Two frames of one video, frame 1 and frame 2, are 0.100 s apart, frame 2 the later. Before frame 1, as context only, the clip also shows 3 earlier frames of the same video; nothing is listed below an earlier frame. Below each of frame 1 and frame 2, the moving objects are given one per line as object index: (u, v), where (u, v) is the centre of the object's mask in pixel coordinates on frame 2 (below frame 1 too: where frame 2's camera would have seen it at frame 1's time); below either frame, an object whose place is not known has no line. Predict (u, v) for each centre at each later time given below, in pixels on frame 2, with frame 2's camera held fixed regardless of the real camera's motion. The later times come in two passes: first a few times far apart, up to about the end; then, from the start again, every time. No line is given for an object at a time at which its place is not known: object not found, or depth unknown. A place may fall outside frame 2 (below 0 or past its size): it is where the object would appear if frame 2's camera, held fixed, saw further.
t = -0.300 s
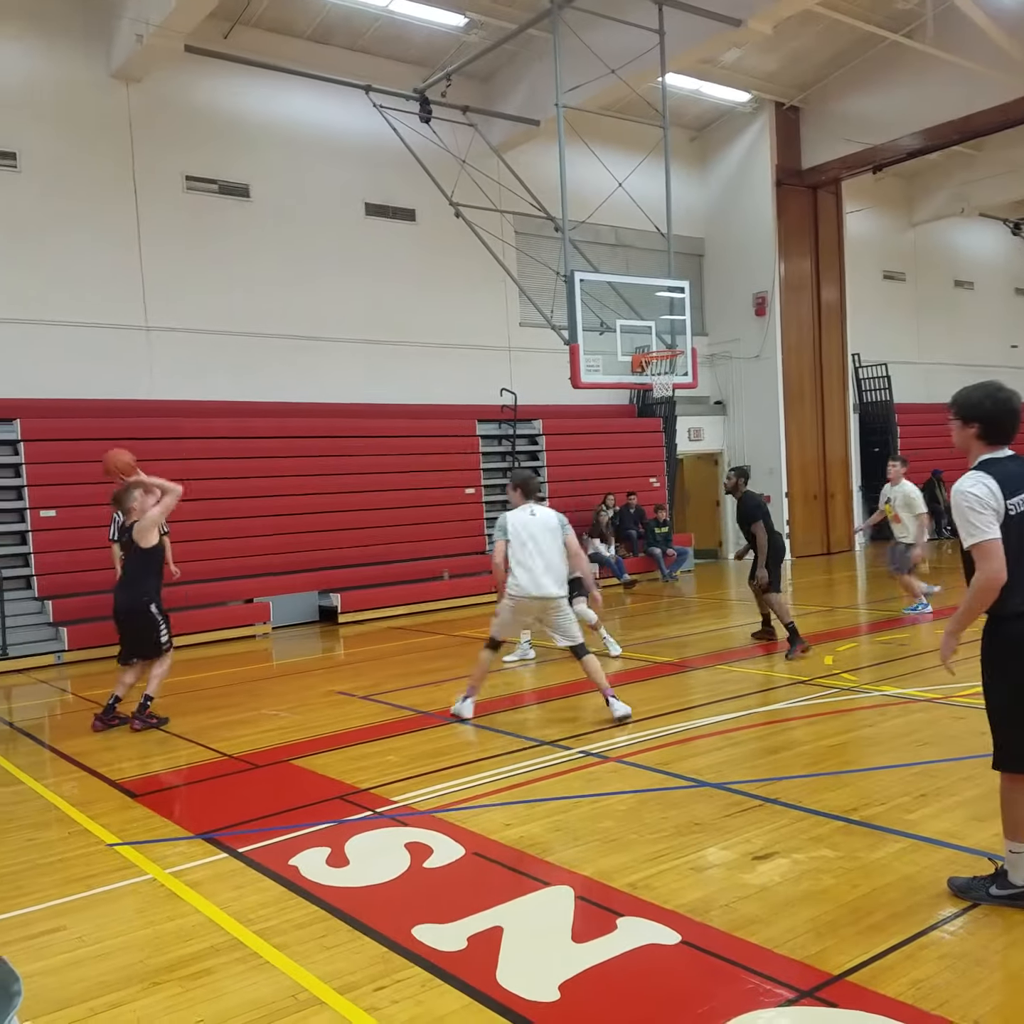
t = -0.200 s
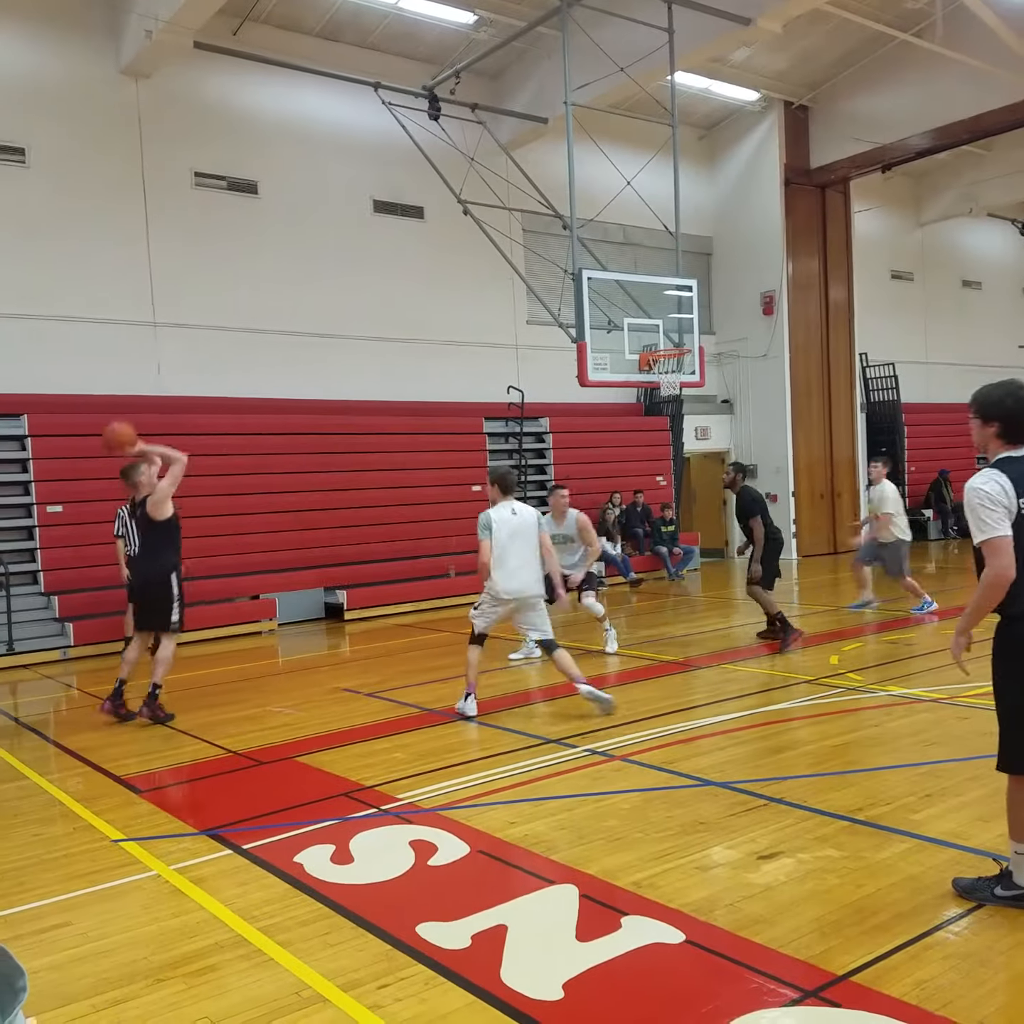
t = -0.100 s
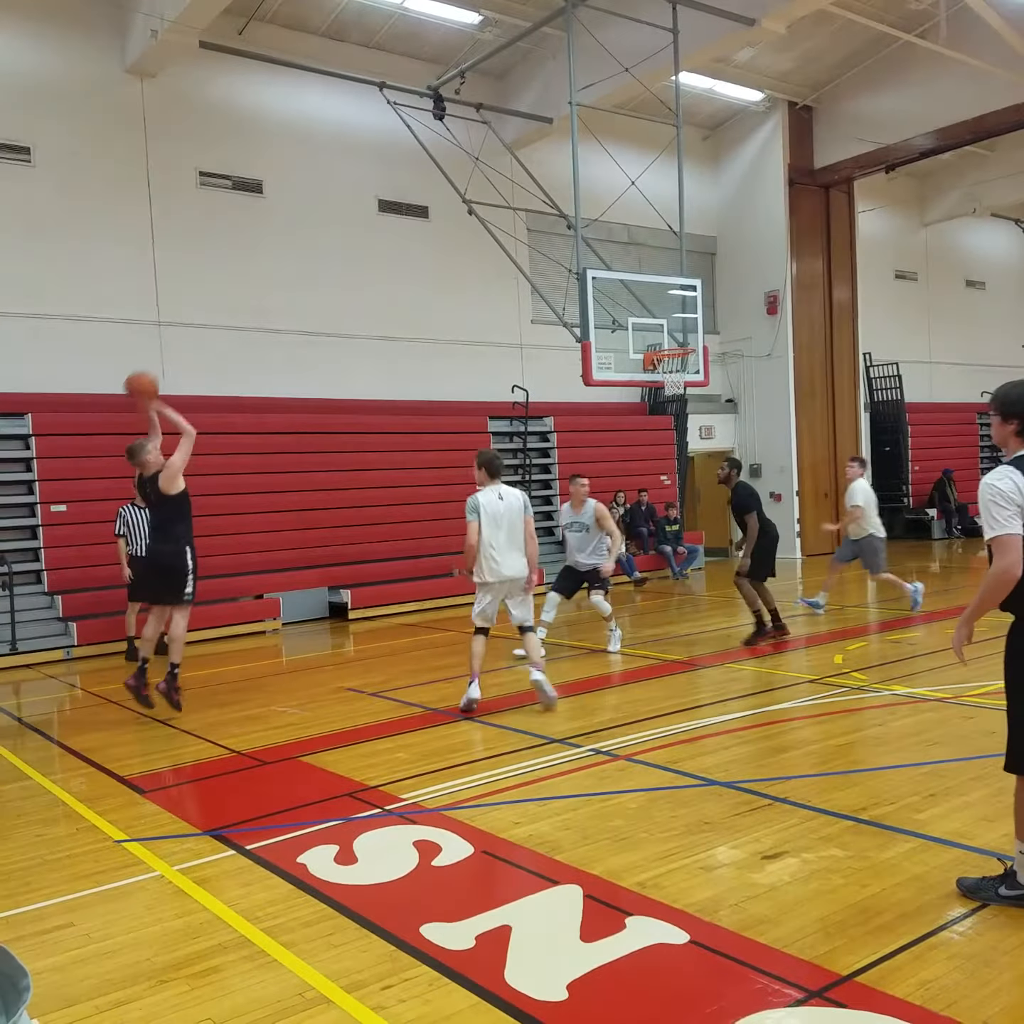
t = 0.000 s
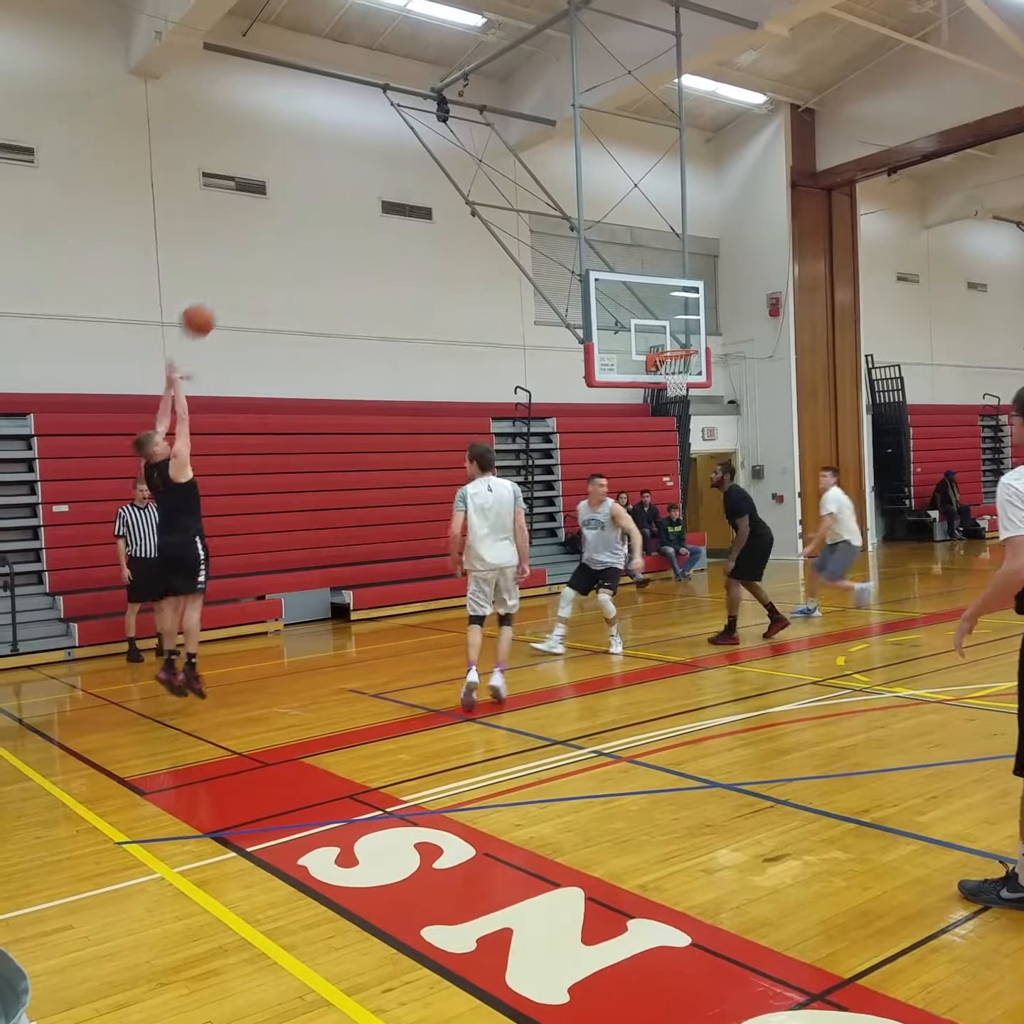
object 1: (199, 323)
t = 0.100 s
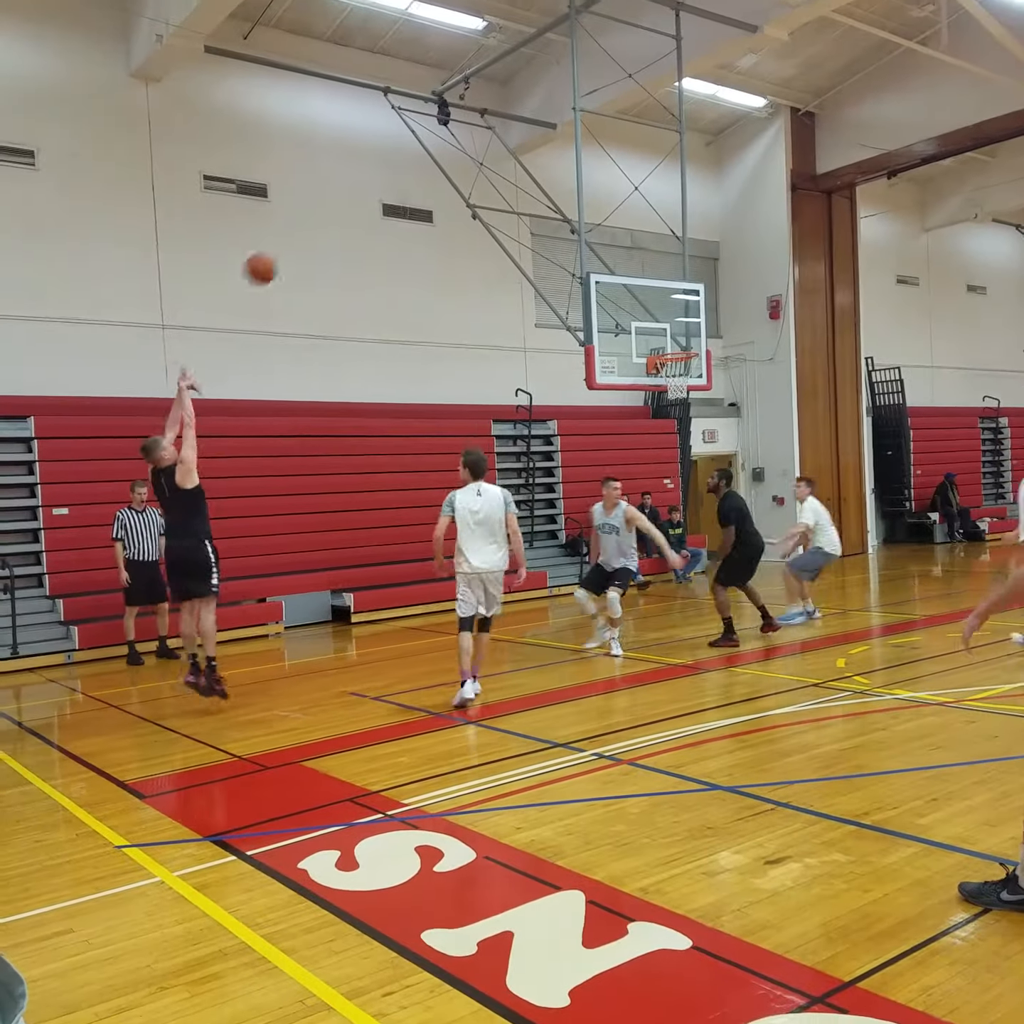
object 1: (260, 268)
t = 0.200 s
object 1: (318, 229)
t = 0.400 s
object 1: (424, 190)
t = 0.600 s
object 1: (516, 199)
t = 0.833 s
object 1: (609, 255)
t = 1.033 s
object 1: (680, 334)
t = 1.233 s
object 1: (661, 340)
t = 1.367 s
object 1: (674, 337)
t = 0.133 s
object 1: (280, 254)
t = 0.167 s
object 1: (299, 241)
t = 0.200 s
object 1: (318, 229)
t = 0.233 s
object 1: (337, 219)
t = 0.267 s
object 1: (355, 210)
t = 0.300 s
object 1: (373, 203)
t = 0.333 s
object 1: (390, 197)
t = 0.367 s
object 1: (407, 193)
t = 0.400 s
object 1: (424, 190)
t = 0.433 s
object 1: (440, 189)
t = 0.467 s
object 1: (456, 189)
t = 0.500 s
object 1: (473, 189)
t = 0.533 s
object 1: (487, 192)
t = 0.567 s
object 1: (501, 194)
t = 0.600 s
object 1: (516, 199)
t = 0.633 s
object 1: (530, 204)
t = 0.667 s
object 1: (545, 210)
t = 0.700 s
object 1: (557, 218)
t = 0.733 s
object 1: (572, 225)
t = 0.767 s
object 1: (585, 235)
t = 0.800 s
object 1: (598, 244)
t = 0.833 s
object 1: (609, 255)
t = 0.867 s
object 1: (622, 265)
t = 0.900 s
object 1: (634, 277)
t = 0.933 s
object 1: (647, 292)
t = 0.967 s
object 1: (659, 304)
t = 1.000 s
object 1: (669, 318)
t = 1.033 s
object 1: (680, 334)
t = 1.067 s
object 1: (690, 347)
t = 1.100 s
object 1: (682, 347)
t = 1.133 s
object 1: (670, 346)
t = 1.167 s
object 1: (660, 345)
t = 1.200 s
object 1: (658, 344)
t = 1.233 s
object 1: (661, 340)
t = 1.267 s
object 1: (664, 338)
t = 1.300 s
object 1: (667, 337)
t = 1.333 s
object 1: (671, 336)
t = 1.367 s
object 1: (674, 337)
